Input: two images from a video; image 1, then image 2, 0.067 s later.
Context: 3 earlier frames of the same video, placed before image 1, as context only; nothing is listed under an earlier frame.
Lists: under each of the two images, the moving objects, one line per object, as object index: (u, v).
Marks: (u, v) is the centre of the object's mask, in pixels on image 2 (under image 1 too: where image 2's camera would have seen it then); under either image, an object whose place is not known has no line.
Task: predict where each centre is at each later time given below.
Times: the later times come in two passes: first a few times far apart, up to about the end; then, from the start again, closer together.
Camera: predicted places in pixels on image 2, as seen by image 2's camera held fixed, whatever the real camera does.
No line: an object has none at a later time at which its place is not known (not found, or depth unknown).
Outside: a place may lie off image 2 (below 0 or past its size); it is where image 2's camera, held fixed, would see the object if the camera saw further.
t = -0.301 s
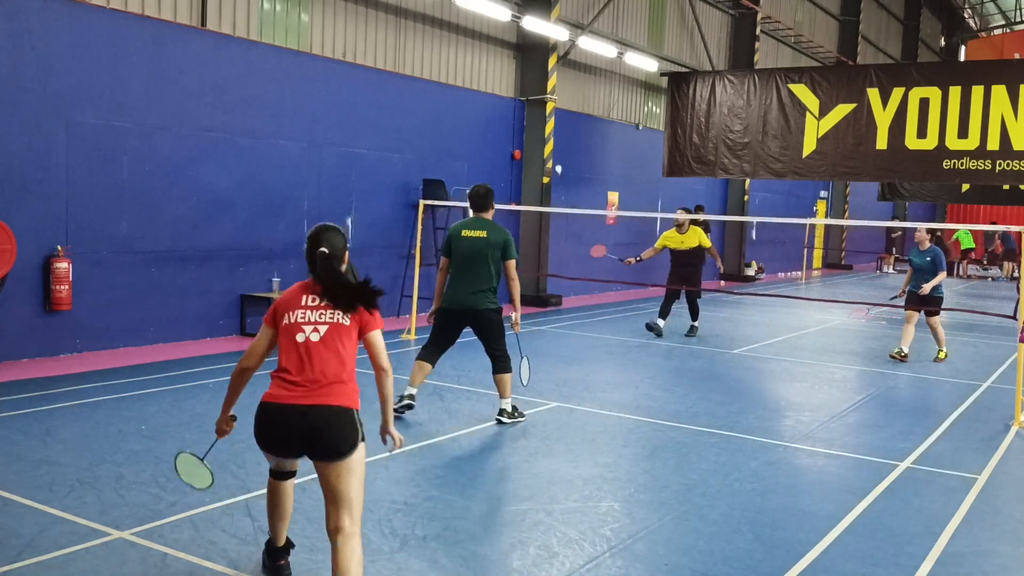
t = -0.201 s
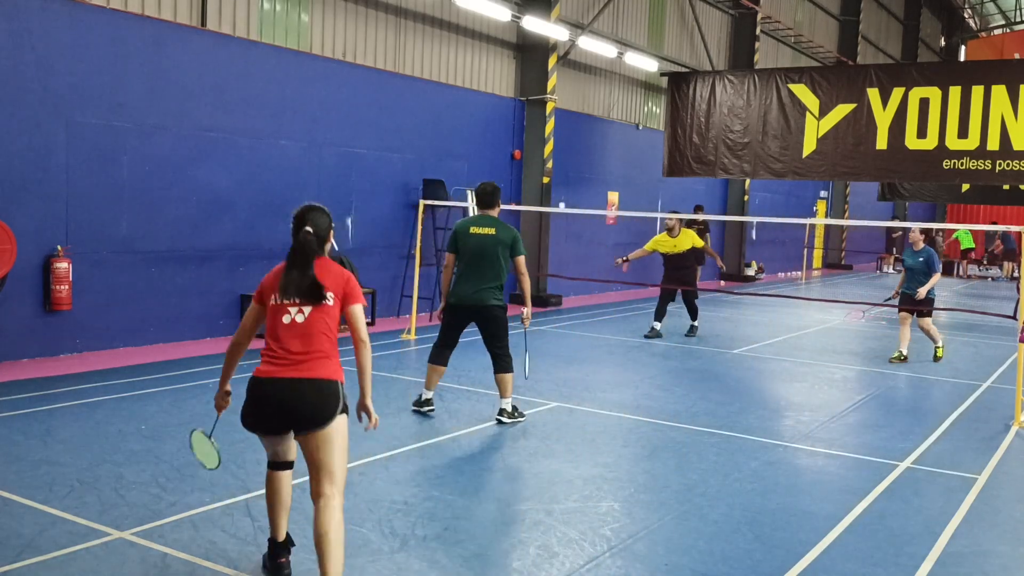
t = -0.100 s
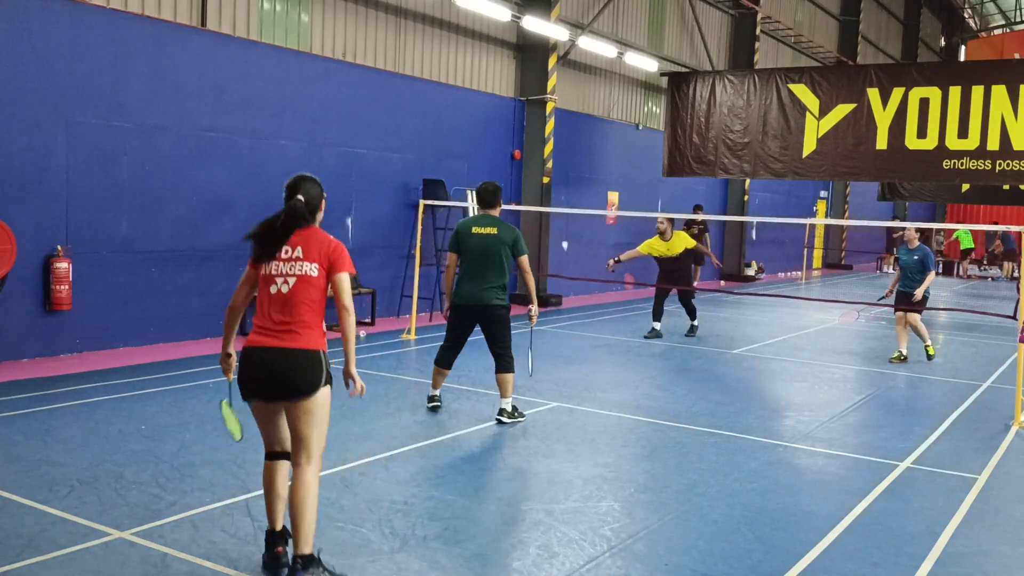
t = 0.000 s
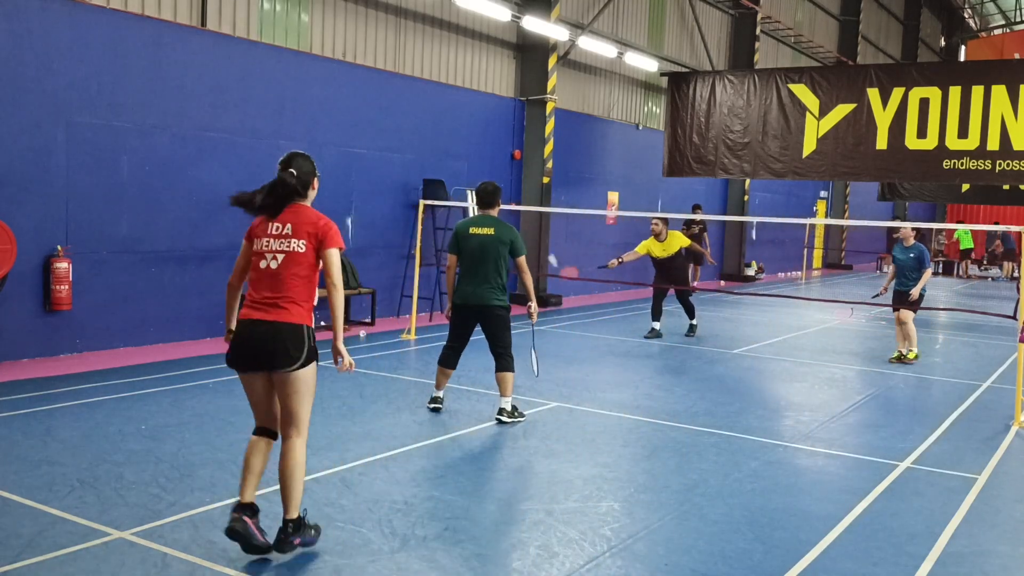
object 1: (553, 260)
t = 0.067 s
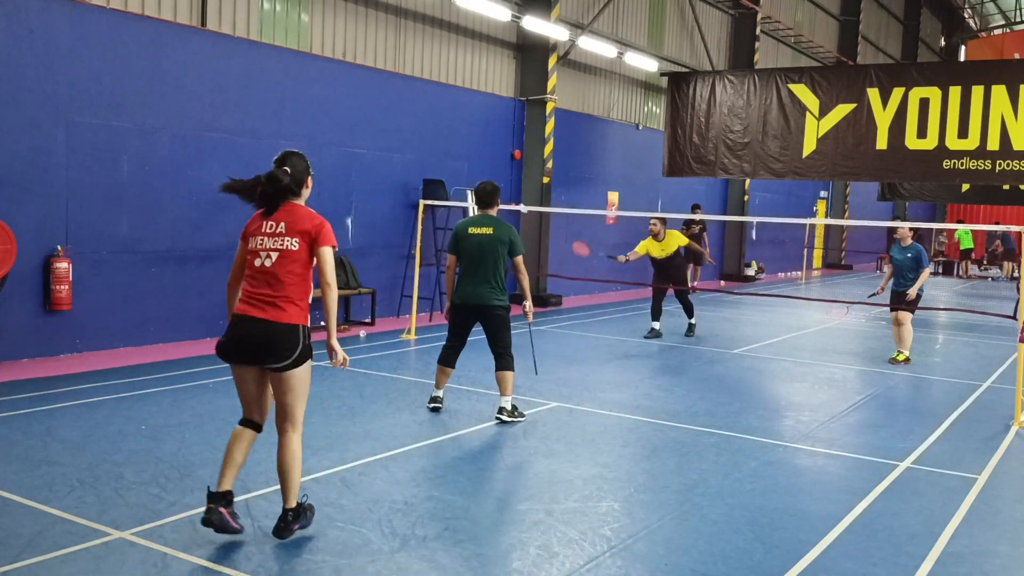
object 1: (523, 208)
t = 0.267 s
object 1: (427, 109)
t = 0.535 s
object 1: (302, 44)
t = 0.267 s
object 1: (427, 109)
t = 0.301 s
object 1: (411, 96)
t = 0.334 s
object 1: (396, 85)
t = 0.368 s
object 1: (381, 75)
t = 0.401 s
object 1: (365, 66)
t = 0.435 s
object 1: (350, 59)
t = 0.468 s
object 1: (335, 53)
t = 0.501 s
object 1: (318, 48)
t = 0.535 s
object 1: (302, 44)
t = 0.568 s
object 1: (285, 42)
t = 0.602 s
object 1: (269, 41)
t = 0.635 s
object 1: (253, 42)
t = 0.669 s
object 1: (236, 45)
